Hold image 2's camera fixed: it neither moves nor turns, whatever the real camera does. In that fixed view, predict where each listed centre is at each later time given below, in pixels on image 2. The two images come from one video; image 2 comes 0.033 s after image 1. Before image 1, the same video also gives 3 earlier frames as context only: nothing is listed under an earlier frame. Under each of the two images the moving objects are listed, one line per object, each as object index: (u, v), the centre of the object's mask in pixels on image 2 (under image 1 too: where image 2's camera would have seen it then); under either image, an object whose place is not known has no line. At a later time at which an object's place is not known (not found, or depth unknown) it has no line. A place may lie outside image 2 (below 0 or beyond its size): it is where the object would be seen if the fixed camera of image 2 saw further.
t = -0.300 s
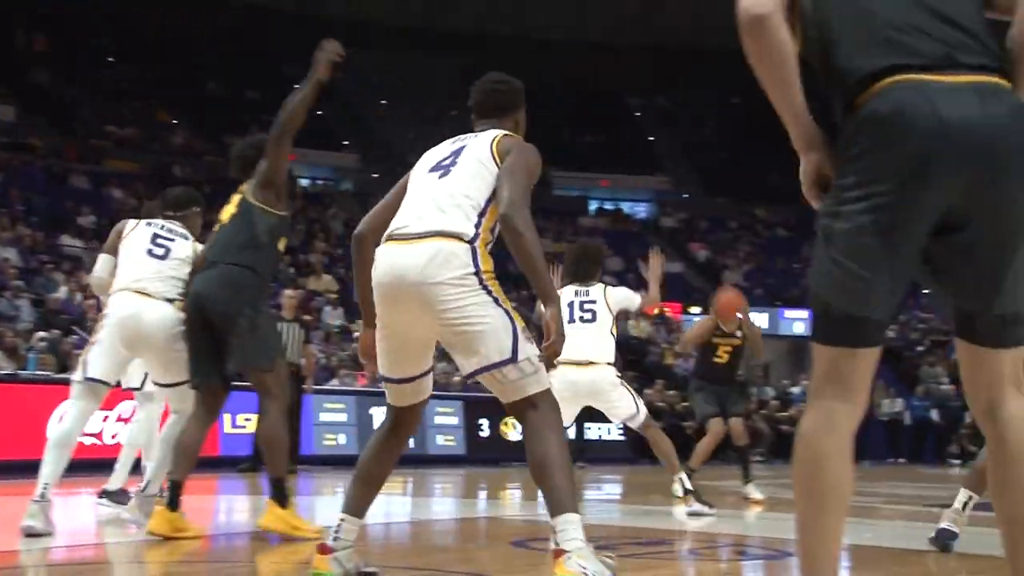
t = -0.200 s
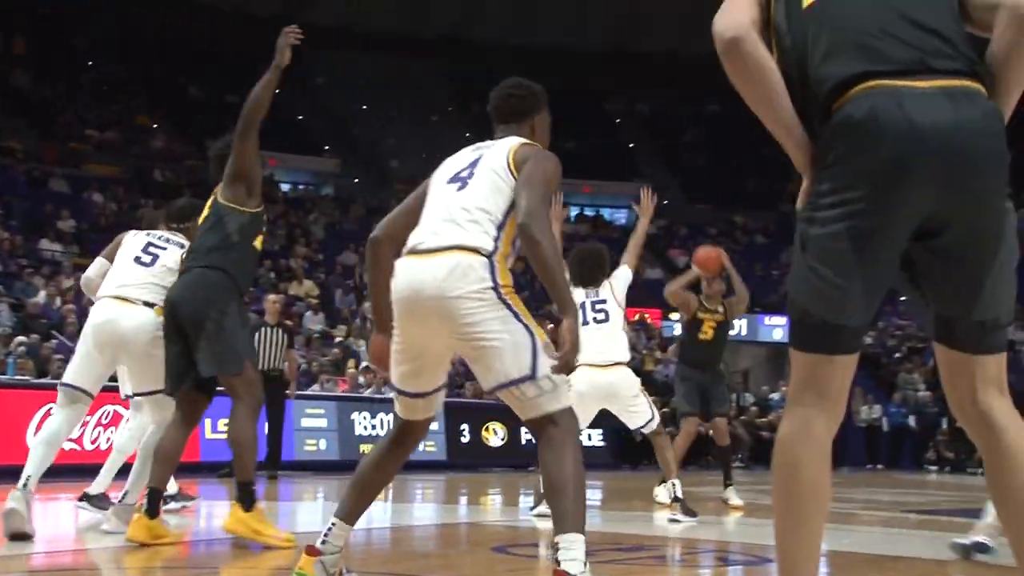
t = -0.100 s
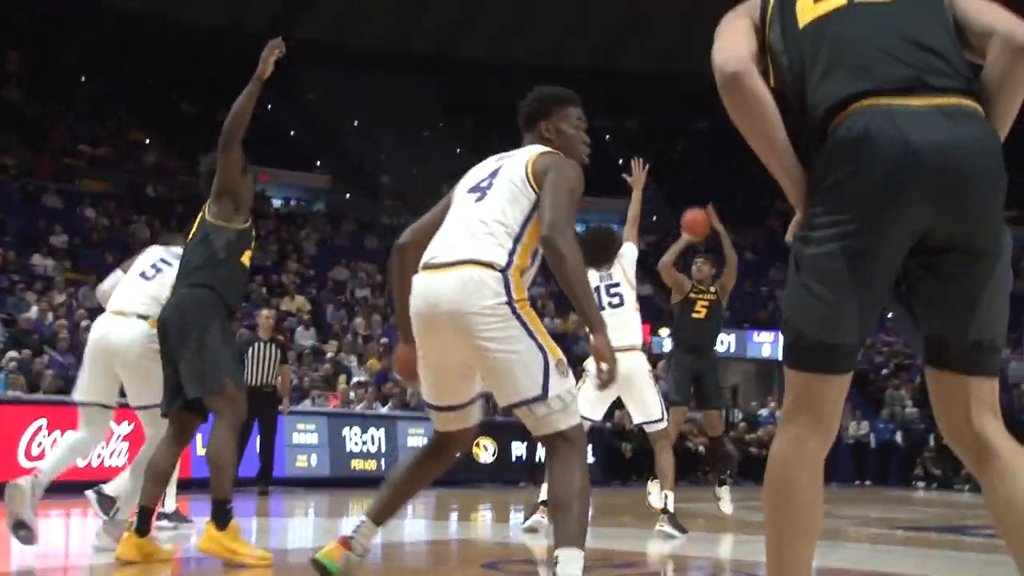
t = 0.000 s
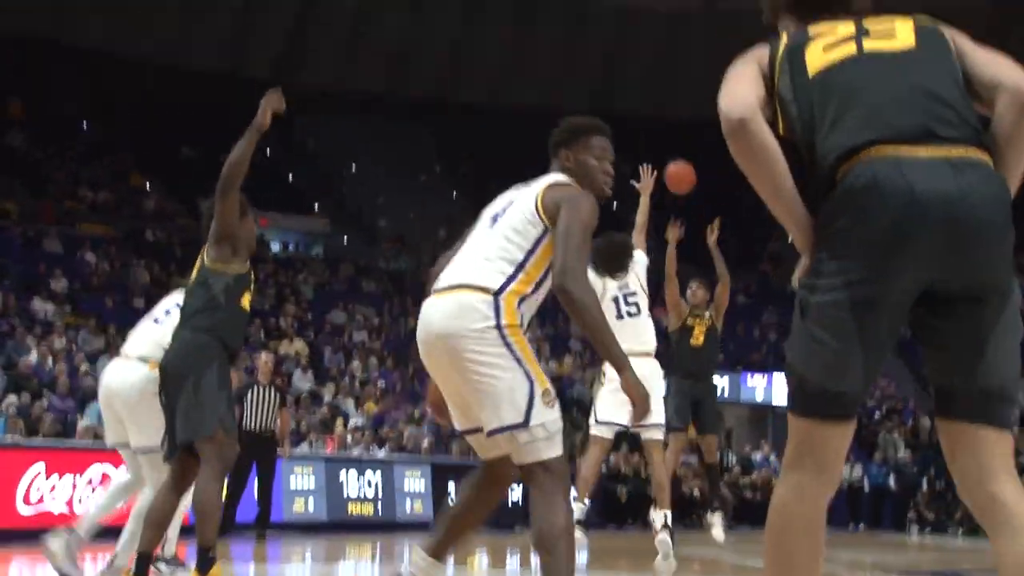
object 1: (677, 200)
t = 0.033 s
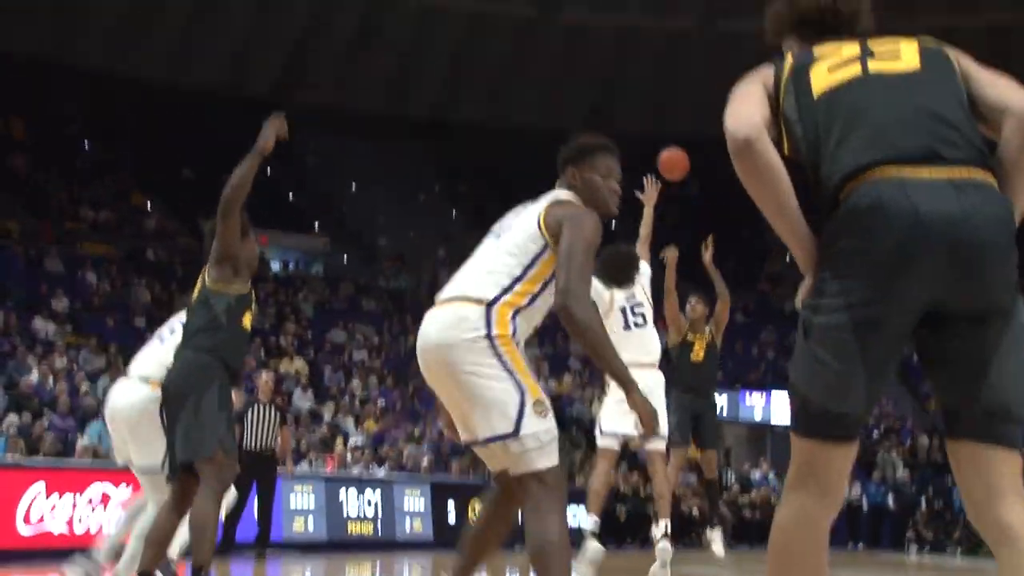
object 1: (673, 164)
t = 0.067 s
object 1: (668, 128)
